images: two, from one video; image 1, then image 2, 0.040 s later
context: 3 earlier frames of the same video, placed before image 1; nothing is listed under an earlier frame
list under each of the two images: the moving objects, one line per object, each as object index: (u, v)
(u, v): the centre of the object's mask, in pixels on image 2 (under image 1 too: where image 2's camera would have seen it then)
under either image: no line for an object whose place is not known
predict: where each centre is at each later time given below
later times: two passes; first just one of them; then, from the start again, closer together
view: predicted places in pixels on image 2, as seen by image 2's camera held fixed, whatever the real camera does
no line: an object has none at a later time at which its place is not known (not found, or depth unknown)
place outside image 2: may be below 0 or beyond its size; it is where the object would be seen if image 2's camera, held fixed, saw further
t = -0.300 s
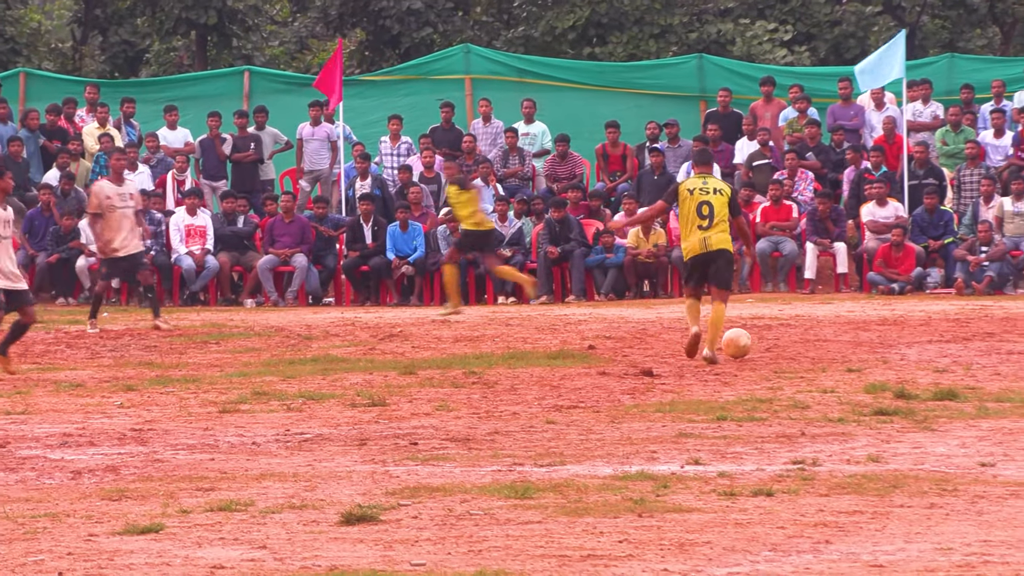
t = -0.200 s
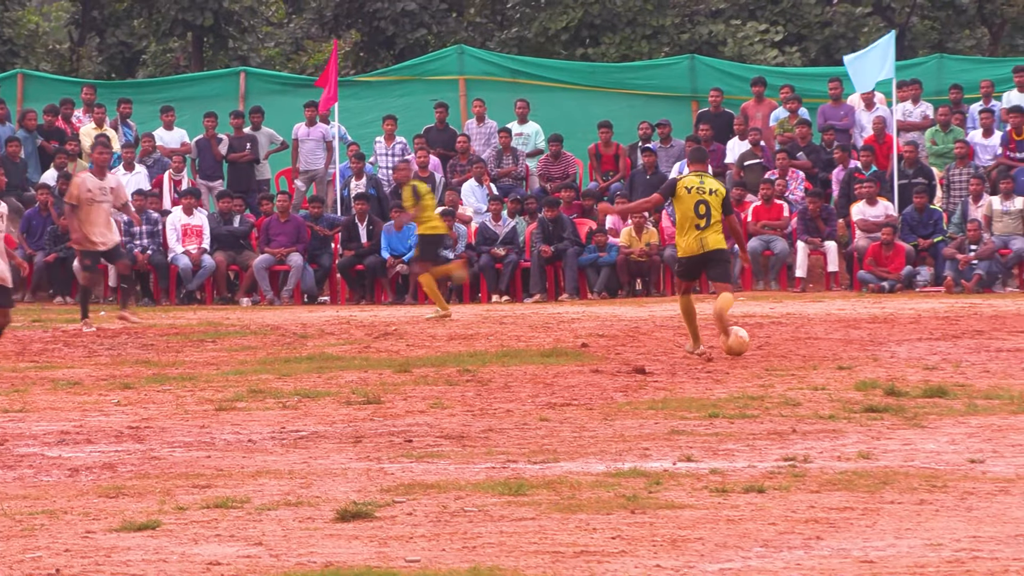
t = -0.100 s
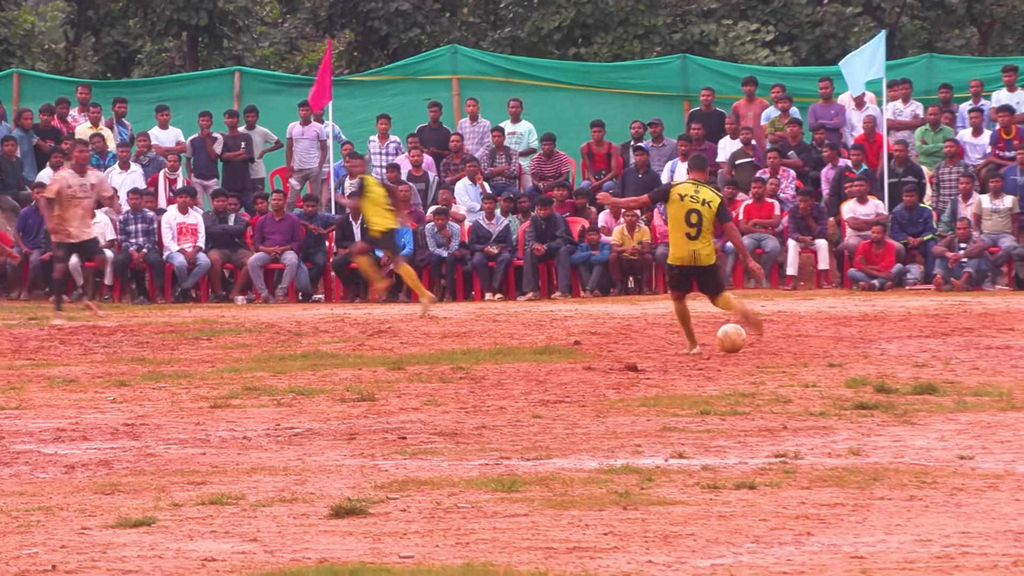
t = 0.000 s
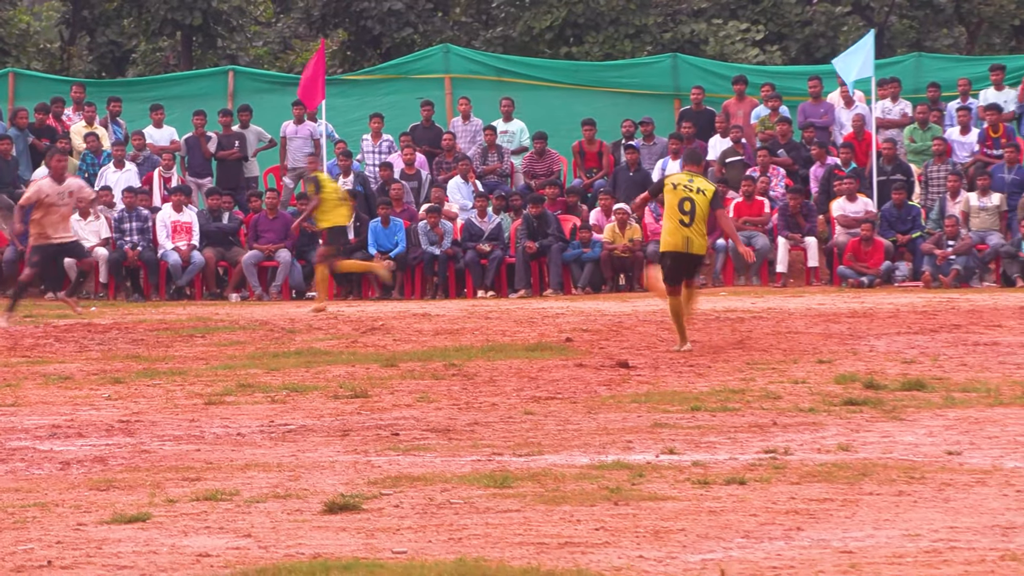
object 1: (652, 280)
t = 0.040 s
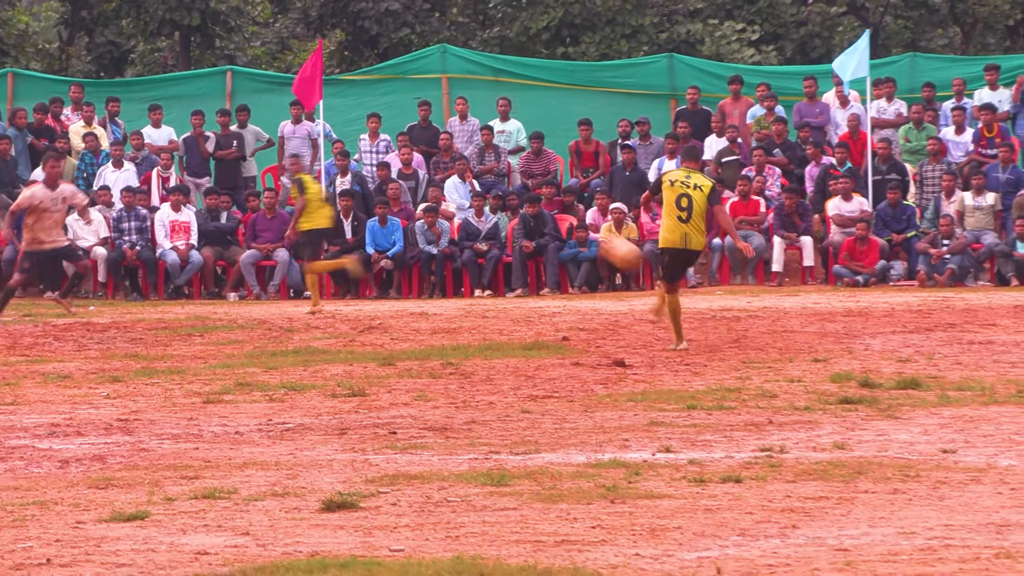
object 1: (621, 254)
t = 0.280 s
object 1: (388, 102)
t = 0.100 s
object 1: (560, 205)
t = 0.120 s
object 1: (539, 192)
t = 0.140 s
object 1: (522, 179)
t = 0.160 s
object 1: (501, 166)
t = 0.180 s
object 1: (482, 155)
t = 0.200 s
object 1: (464, 143)
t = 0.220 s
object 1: (440, 131)
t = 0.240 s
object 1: (425, 120)
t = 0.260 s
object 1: (406, 110)
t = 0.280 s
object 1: (388, 102)
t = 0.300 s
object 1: (371, 93)
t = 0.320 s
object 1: (353, 85)
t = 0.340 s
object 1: (335, 76)
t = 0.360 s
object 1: (319, 67)
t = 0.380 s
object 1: (298, 56)
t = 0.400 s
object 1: (299, 54)
